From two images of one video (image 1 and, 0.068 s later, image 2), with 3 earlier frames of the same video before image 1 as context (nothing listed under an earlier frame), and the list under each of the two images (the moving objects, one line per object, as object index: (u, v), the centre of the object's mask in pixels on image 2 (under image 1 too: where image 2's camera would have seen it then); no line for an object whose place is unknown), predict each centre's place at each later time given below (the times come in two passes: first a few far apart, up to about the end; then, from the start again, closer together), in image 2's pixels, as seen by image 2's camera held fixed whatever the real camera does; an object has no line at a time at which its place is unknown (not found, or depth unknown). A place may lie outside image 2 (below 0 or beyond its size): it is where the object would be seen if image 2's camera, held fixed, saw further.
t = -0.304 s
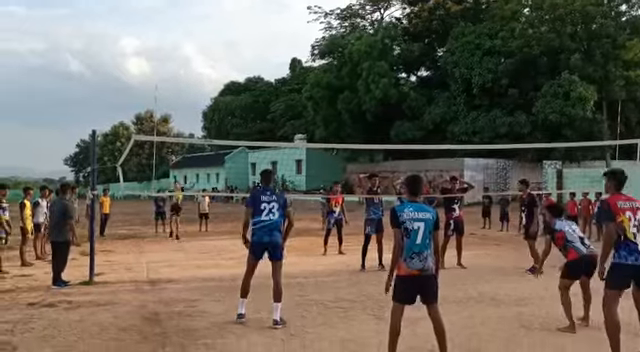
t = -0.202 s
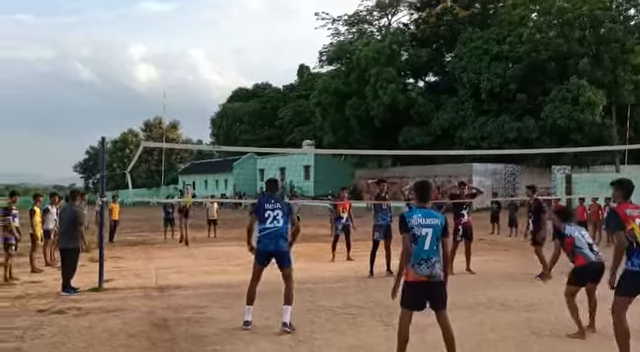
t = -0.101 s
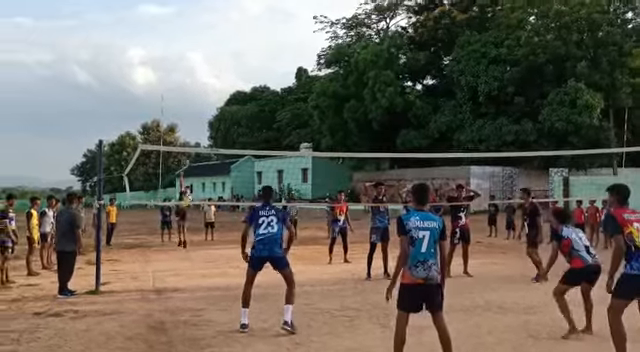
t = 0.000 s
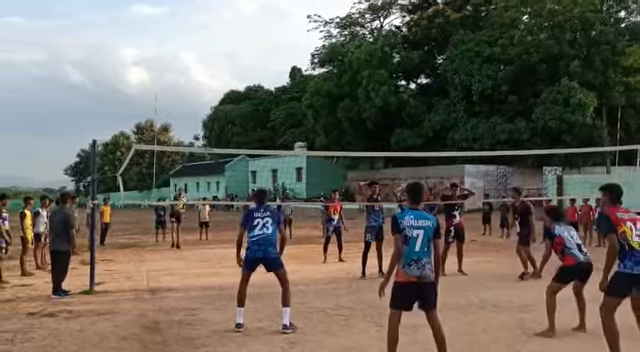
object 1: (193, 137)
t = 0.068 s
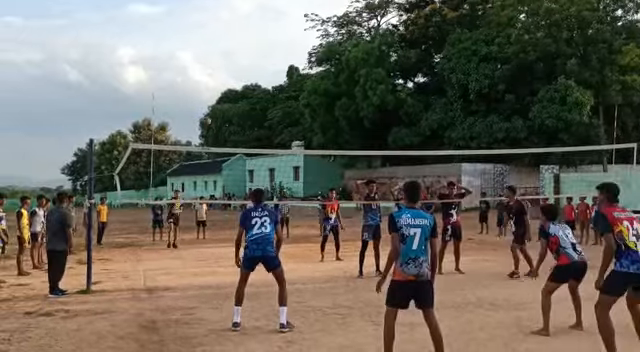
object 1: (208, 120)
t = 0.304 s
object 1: (256, 74)
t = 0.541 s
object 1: (319, 41)
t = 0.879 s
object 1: (457, 37)
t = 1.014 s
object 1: (535, 61)
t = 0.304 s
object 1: (256, 74)
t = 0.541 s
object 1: (319, 41)
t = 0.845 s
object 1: (440, 34)
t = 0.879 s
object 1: (457, 37)
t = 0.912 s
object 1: (475, 39)
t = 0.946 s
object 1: (494, 47)
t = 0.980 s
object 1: (514, 52)
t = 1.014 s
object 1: (535, 61)
